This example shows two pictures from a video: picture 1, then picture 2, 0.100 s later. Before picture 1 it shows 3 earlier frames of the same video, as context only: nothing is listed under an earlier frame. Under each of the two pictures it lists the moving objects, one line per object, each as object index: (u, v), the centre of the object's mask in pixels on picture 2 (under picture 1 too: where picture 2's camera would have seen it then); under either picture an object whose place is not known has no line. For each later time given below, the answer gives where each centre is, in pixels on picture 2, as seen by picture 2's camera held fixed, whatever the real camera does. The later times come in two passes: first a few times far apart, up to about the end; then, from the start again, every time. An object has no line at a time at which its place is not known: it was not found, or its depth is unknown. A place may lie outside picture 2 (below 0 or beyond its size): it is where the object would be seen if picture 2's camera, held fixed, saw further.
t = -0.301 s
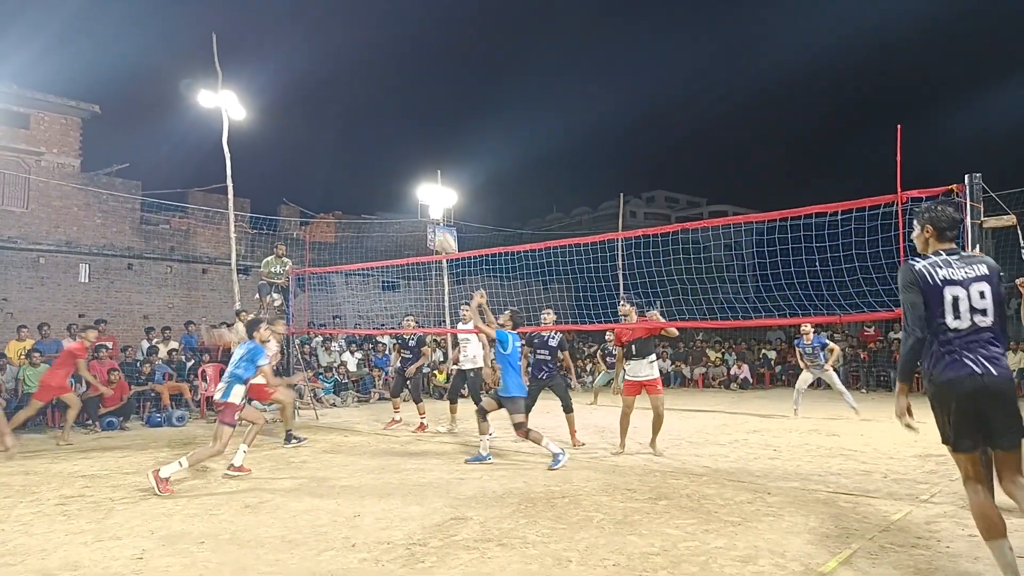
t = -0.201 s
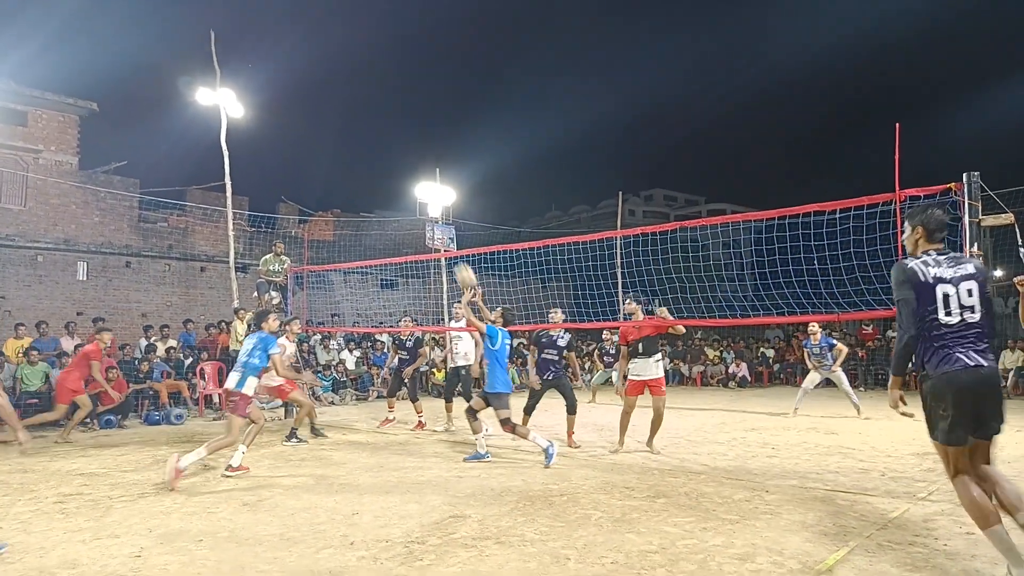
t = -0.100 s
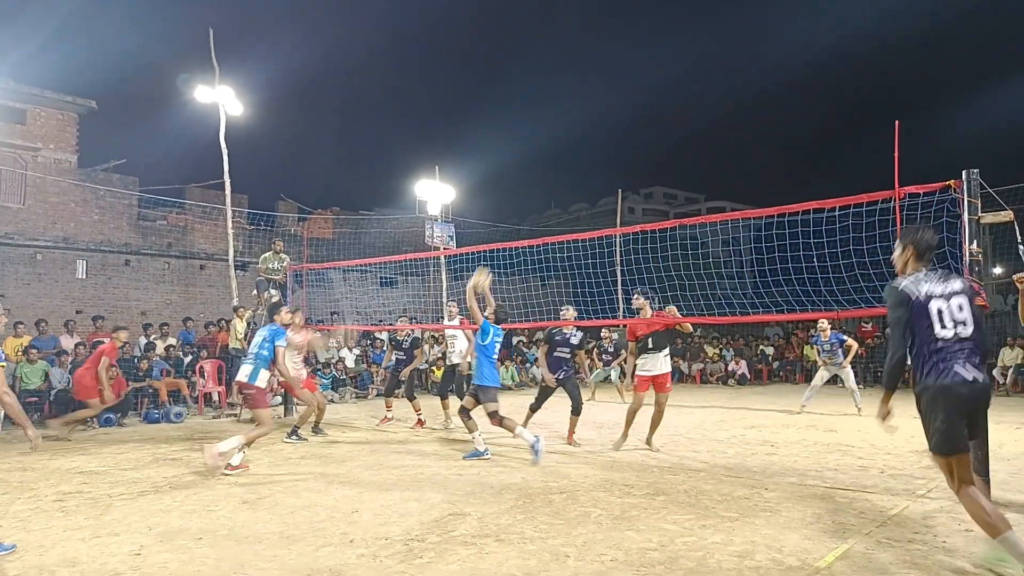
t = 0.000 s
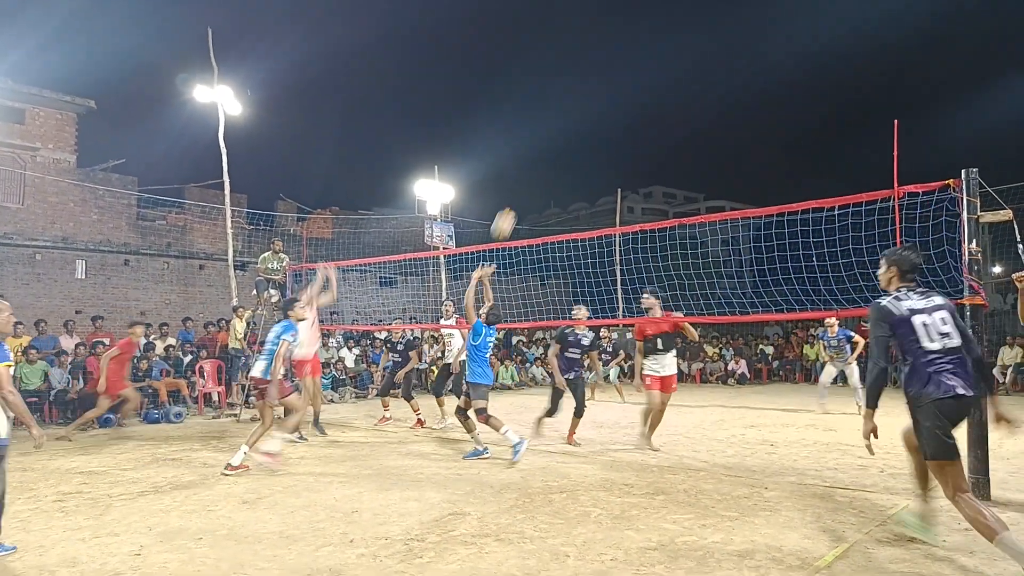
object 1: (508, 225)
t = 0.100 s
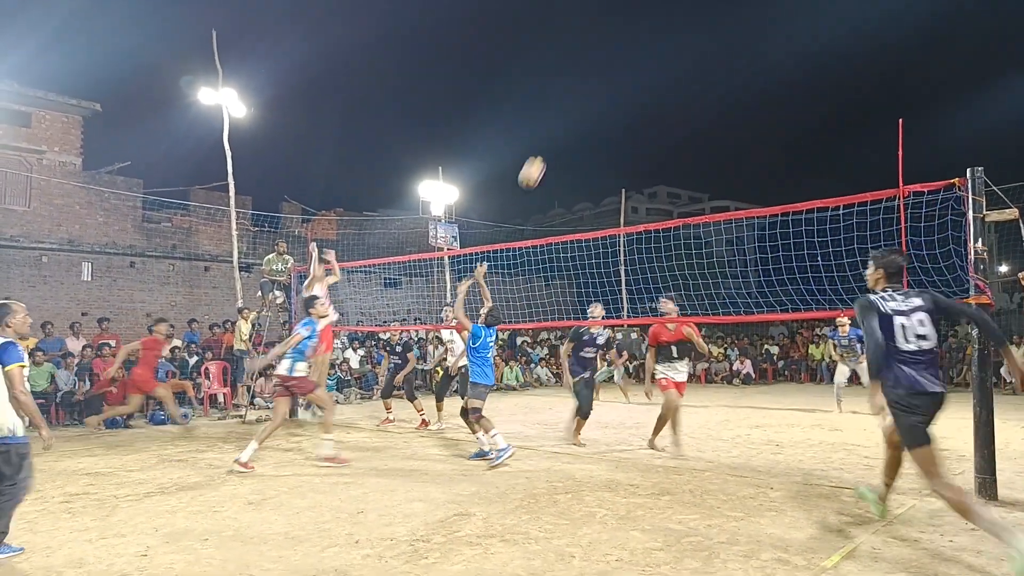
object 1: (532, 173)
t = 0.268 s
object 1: (575, 99)
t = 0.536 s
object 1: (652, 31)
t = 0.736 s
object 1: (721, 27)
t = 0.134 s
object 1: (541, 156)
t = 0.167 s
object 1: (549, 141)
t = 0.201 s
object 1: (558, 126)
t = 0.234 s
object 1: (566, 112)
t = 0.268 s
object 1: (575, 99)
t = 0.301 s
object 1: (583, 88)
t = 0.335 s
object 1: (592, 77)
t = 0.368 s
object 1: (602, 66)
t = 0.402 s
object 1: (612, 57)
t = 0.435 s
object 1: (622, 49)
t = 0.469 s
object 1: (632, 41)
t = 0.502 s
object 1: (642, 36)
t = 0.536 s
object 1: (652, 31)
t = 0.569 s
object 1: (662, 27)
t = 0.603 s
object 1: (674, 24)
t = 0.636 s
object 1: (685, 23)
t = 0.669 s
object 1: (697, 23)
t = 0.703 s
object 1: (709, 24)
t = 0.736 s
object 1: (721, 27)
